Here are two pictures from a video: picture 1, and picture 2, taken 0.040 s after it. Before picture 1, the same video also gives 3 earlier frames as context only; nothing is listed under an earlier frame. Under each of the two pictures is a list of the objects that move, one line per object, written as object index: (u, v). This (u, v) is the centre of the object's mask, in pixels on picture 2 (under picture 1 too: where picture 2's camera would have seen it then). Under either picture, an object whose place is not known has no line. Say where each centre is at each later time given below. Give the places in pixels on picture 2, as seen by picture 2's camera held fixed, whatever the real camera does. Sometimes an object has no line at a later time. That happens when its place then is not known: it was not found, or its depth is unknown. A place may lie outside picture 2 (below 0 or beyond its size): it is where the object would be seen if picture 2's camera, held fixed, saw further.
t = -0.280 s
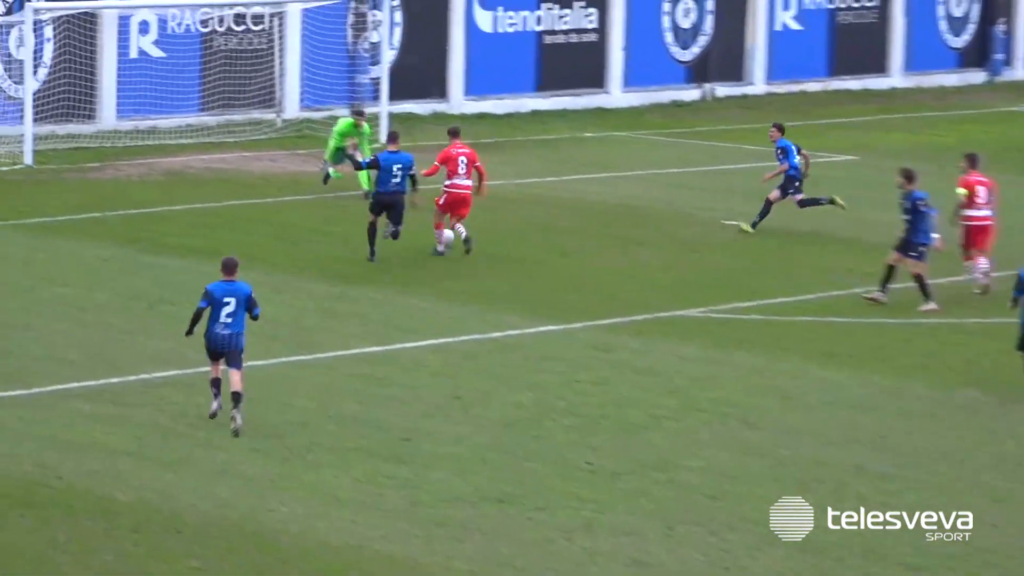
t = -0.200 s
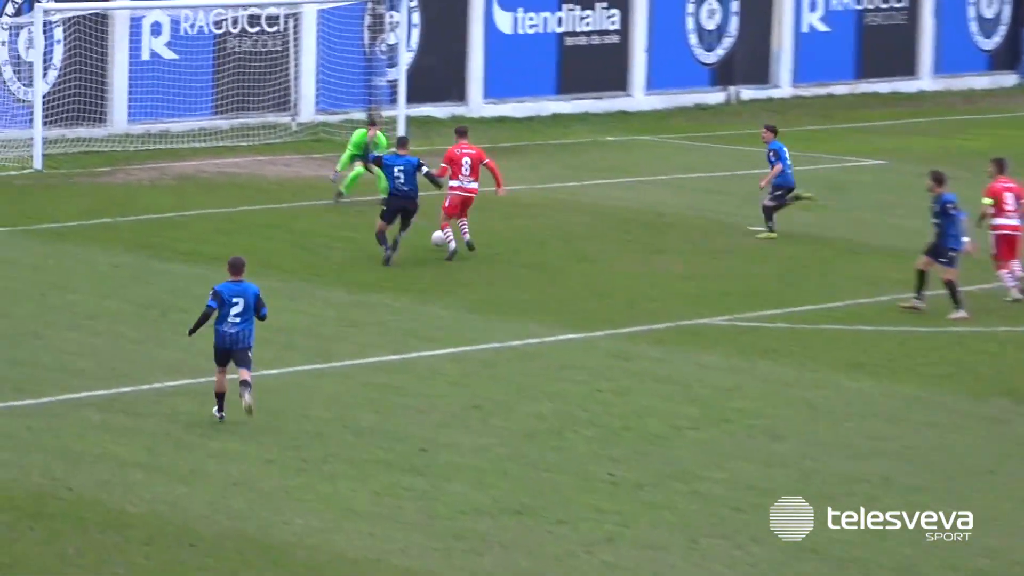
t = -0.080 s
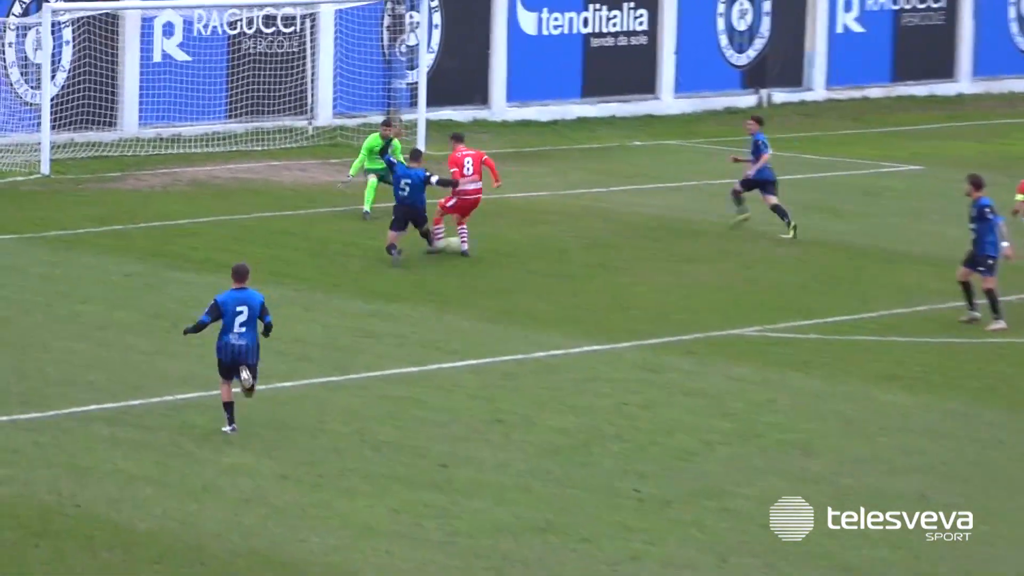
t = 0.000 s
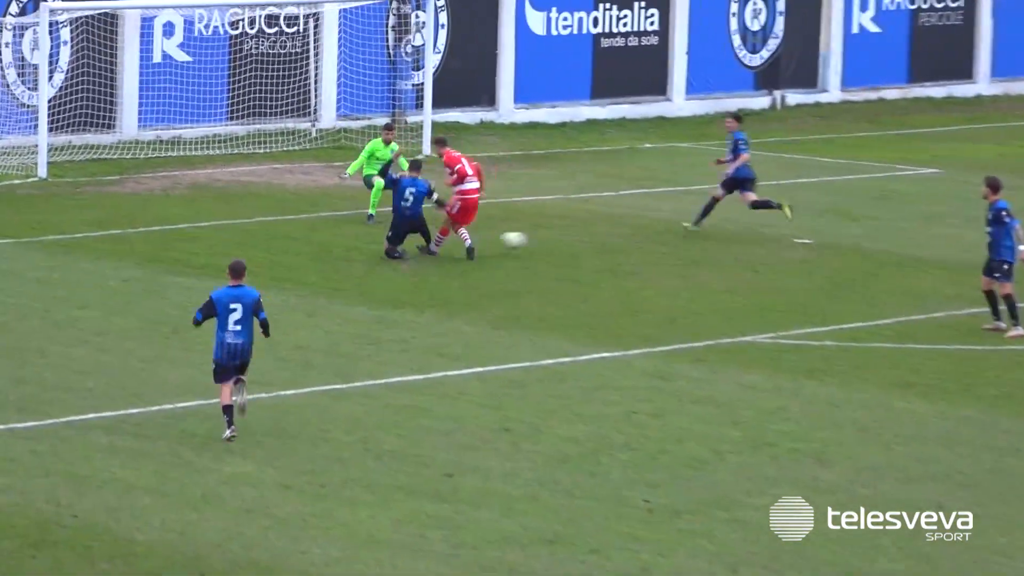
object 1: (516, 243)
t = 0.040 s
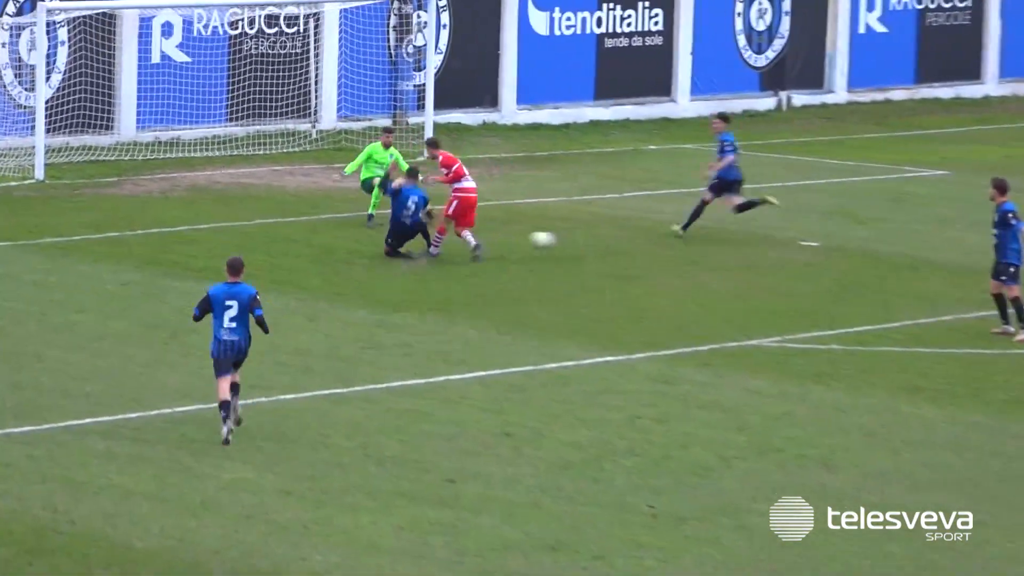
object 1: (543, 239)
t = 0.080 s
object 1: (568, 240)
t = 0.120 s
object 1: (594, 240)
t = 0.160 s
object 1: (620, 241)
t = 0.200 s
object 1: (647, 244)
